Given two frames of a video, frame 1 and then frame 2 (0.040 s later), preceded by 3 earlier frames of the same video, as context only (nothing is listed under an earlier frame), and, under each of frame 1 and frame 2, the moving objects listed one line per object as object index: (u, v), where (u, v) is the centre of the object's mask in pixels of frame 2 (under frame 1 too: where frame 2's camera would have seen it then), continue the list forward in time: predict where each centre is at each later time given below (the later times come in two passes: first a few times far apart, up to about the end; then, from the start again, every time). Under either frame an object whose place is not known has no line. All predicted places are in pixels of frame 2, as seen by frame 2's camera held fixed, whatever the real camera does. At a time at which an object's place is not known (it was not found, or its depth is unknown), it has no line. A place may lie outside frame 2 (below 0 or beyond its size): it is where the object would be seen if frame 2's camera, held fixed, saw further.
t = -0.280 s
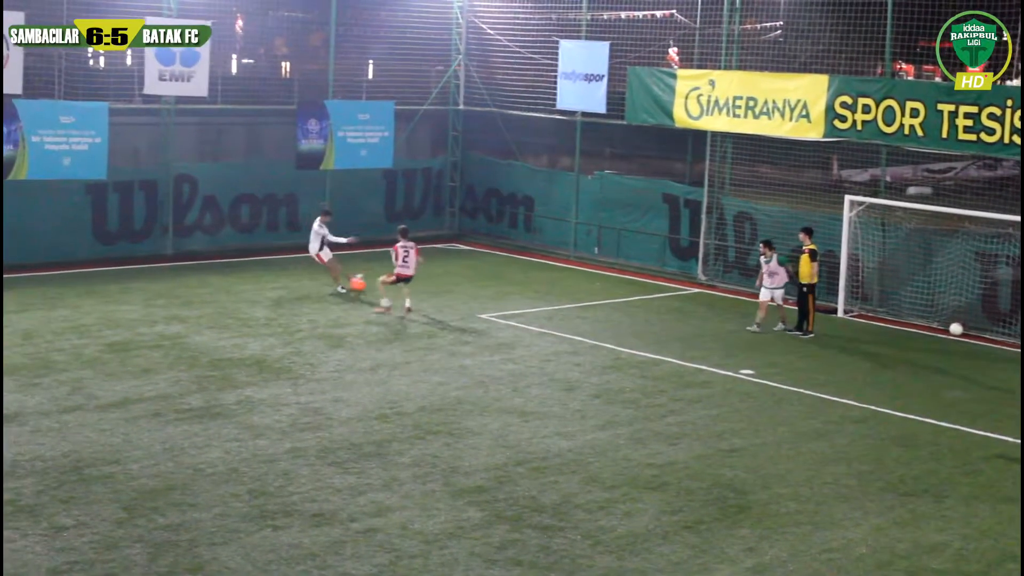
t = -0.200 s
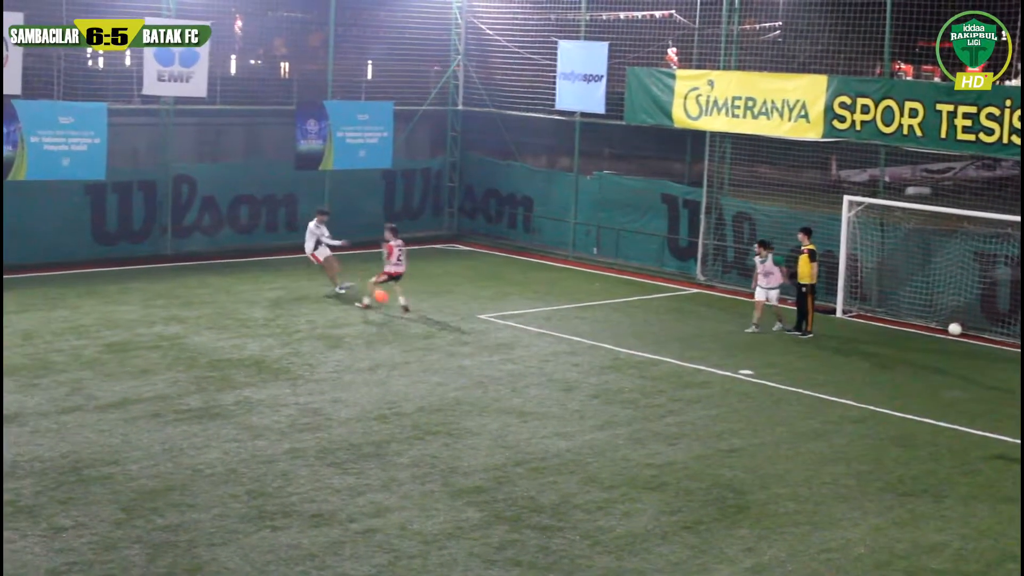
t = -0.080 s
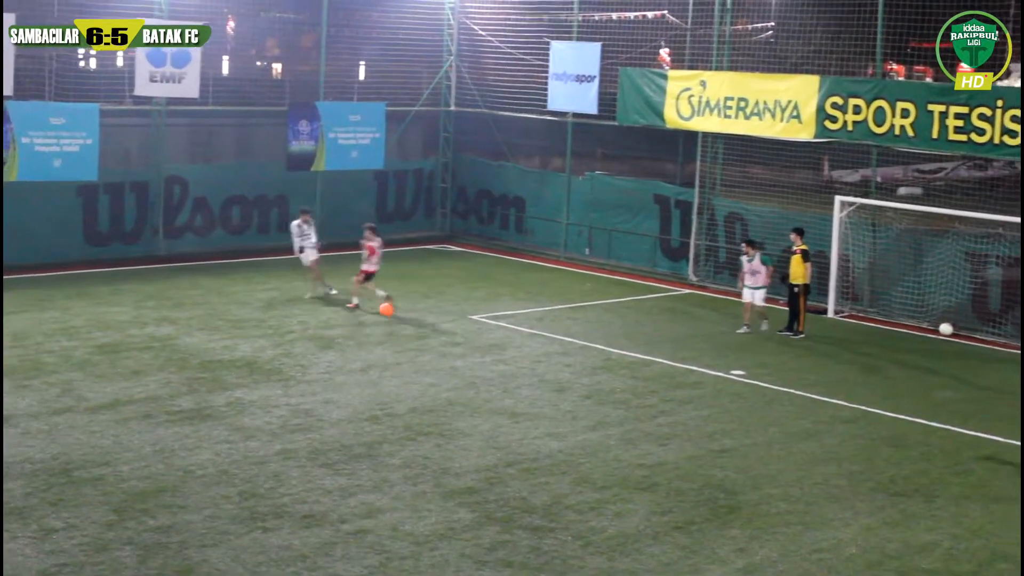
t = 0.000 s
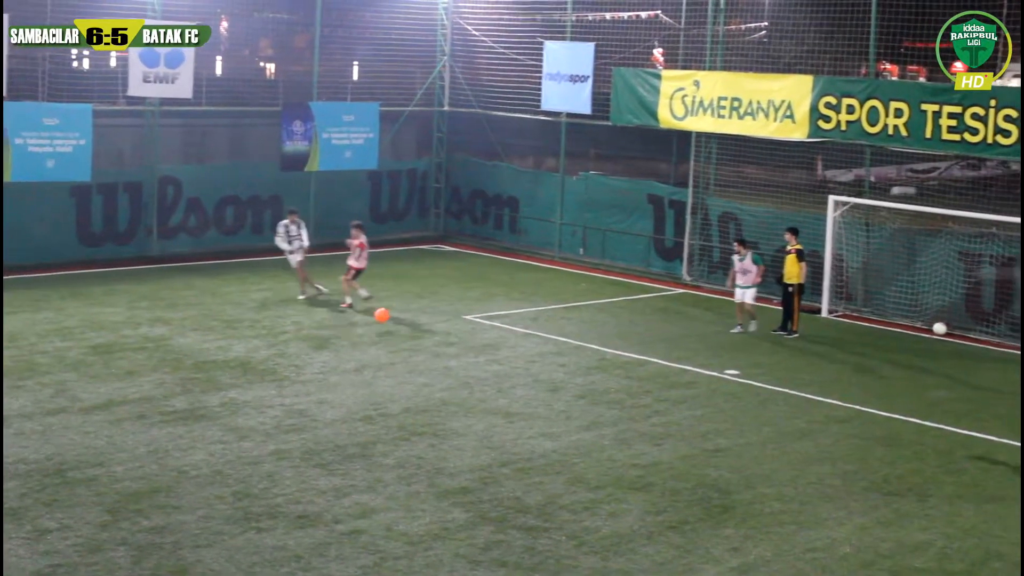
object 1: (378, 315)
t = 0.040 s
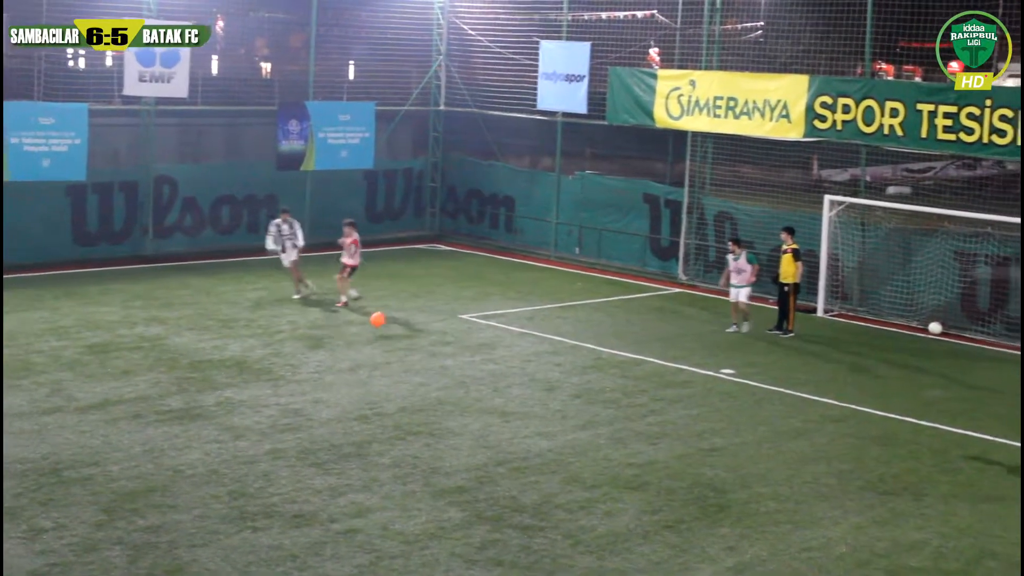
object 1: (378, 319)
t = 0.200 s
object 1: (379, 348)
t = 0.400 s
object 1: (378, 366)
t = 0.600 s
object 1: (373, 395)
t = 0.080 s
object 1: (378, 325)
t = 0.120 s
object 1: (379, 332)
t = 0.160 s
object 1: (379, 340)
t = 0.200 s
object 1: (379, 348)
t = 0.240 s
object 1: (379, 350)
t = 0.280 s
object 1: (379, 353)
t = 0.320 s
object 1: (379, 356)
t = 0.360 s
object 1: (378, 360)
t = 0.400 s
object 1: (378, 366)
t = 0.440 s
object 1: (377, 374)
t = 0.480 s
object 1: (376, 382)
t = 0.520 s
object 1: (375, 391)
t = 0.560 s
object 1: (374, 393)
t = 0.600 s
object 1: (373, 395)
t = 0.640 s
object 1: (371, 399)
